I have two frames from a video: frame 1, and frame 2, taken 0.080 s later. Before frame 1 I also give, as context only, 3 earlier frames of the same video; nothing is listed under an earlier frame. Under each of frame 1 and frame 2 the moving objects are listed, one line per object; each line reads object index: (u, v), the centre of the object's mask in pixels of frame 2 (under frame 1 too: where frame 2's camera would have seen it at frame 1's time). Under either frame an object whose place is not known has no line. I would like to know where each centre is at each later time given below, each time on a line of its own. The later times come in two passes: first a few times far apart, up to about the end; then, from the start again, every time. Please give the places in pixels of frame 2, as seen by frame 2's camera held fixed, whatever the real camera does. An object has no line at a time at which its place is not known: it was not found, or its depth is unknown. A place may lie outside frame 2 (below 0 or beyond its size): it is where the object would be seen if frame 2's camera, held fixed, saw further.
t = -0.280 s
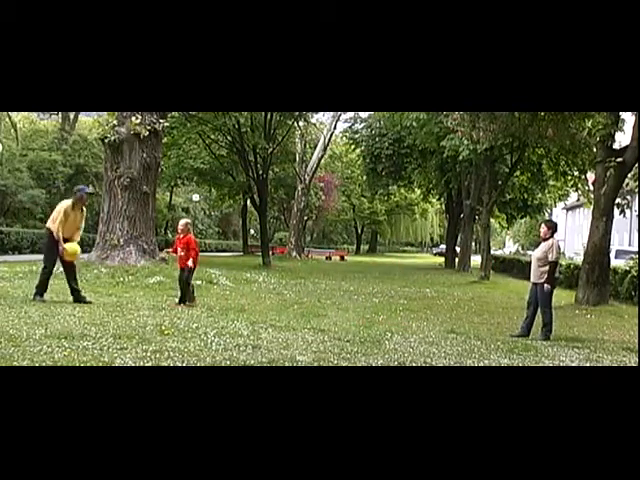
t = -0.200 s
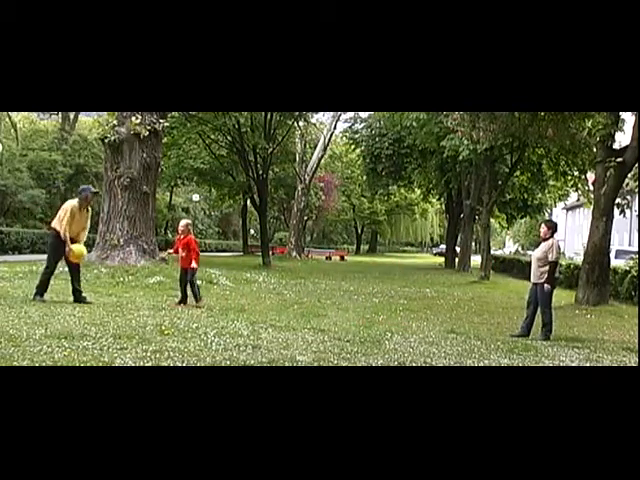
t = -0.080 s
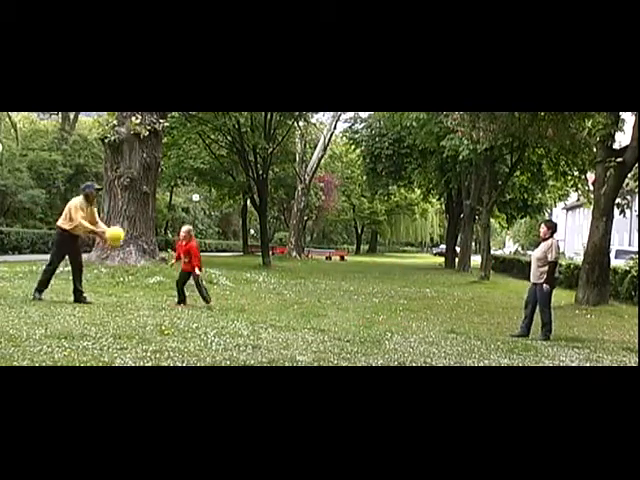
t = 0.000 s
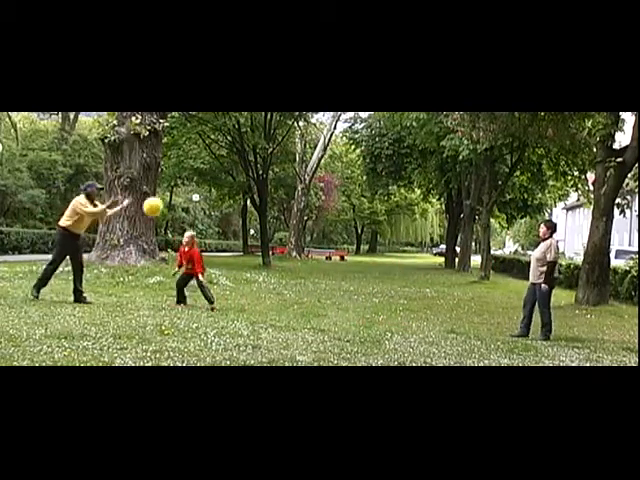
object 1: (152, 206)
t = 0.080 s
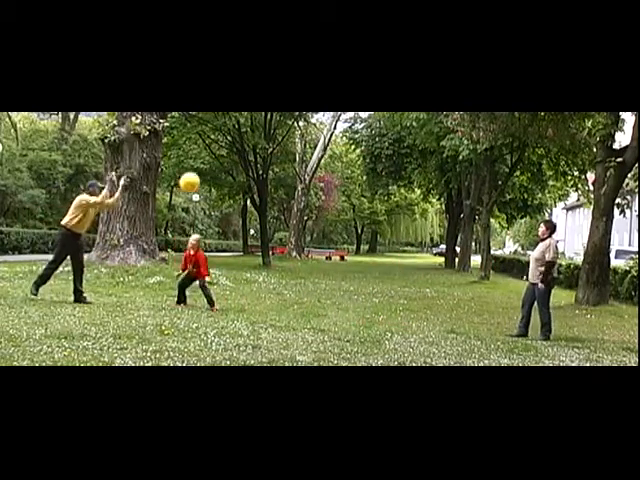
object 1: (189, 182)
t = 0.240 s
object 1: (255, 149)
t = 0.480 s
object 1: (343, 138)
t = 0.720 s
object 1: (418, 167)
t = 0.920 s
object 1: (437, 194)
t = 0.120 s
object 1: (206, 172)
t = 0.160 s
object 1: (223, 163)
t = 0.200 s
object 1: (239, 155)
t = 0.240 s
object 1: (255, 149)
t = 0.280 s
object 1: (271, 144)
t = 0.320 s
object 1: (286, 140)
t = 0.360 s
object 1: (301, 138)
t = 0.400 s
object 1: (315, 137)
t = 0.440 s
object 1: (329, 136)
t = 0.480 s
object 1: (343, 138)
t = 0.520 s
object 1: (356, 138)
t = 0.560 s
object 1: (369, 143)
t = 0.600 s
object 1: (382, 147)
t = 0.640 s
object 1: (394, 153)
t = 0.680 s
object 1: (407, 160)
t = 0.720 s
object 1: (418, 167)
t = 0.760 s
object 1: (429, 176)
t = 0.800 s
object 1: (440, 184)
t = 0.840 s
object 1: (451, 196)
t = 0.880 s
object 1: (428, 182)
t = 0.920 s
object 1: (437, 194)
